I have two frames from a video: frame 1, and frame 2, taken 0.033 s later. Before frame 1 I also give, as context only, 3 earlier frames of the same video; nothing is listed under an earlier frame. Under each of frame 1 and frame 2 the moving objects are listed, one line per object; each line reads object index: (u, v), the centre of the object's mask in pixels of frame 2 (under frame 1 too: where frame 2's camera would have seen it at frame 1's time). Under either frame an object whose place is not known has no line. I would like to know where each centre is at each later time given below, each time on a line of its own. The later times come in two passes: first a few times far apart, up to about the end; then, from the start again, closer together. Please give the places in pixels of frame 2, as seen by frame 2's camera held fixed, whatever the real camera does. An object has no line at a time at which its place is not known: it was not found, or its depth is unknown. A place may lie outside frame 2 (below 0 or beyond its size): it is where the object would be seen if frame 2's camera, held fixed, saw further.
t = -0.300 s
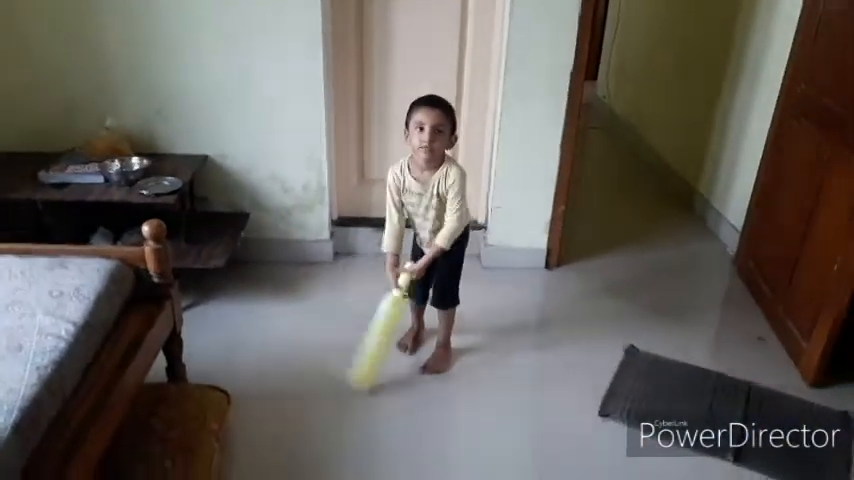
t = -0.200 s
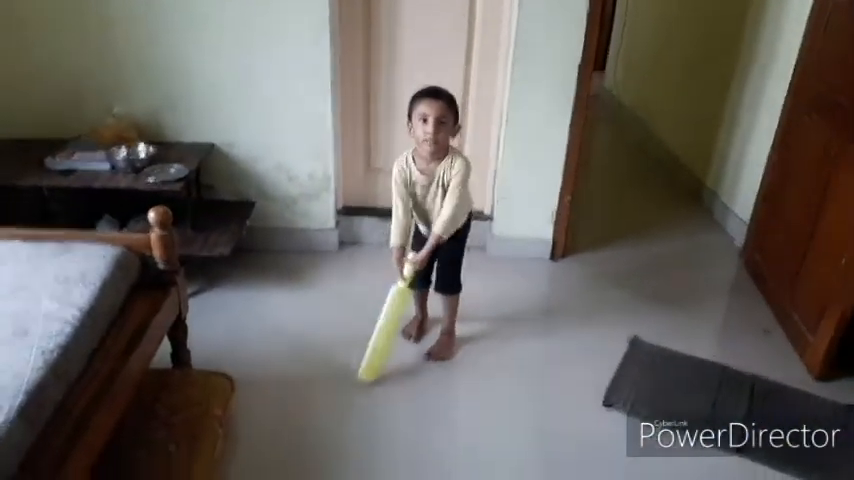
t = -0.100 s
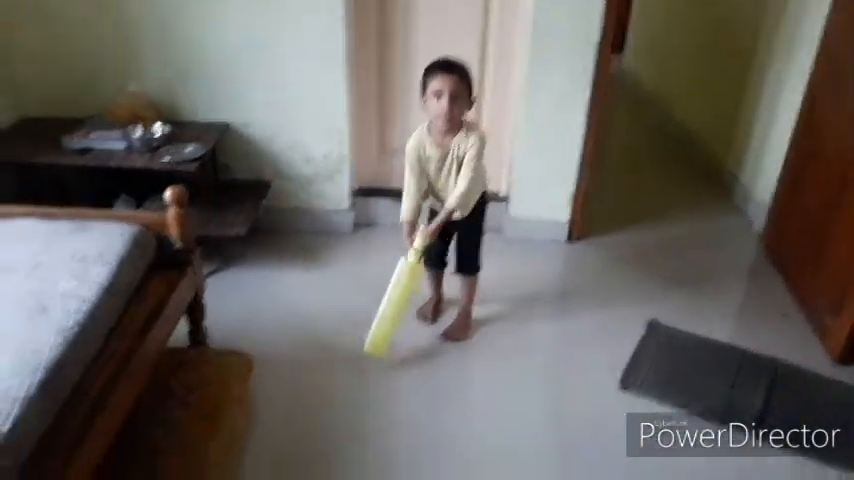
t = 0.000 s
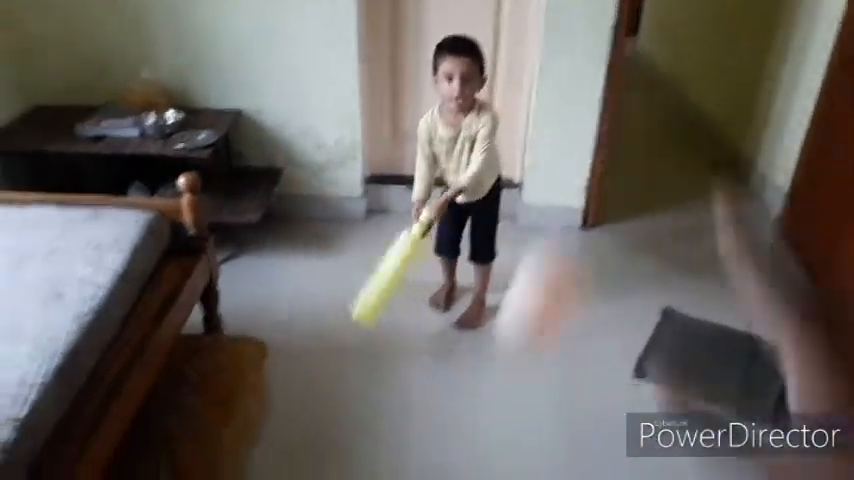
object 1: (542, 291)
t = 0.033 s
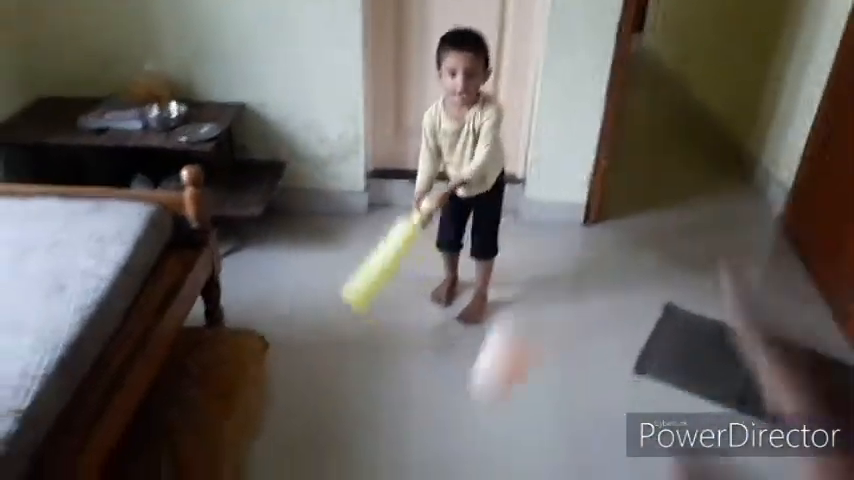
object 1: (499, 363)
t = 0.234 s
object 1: (416, 436)
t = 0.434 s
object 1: (392, 247)
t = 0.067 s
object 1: (479, 412)
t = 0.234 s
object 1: (416, 436)
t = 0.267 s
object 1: (414, 394)
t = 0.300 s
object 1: (409, 359)
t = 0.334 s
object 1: (405, 326)
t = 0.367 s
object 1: (399, 295)
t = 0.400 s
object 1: (397, 272)
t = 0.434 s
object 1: (392, 247)
